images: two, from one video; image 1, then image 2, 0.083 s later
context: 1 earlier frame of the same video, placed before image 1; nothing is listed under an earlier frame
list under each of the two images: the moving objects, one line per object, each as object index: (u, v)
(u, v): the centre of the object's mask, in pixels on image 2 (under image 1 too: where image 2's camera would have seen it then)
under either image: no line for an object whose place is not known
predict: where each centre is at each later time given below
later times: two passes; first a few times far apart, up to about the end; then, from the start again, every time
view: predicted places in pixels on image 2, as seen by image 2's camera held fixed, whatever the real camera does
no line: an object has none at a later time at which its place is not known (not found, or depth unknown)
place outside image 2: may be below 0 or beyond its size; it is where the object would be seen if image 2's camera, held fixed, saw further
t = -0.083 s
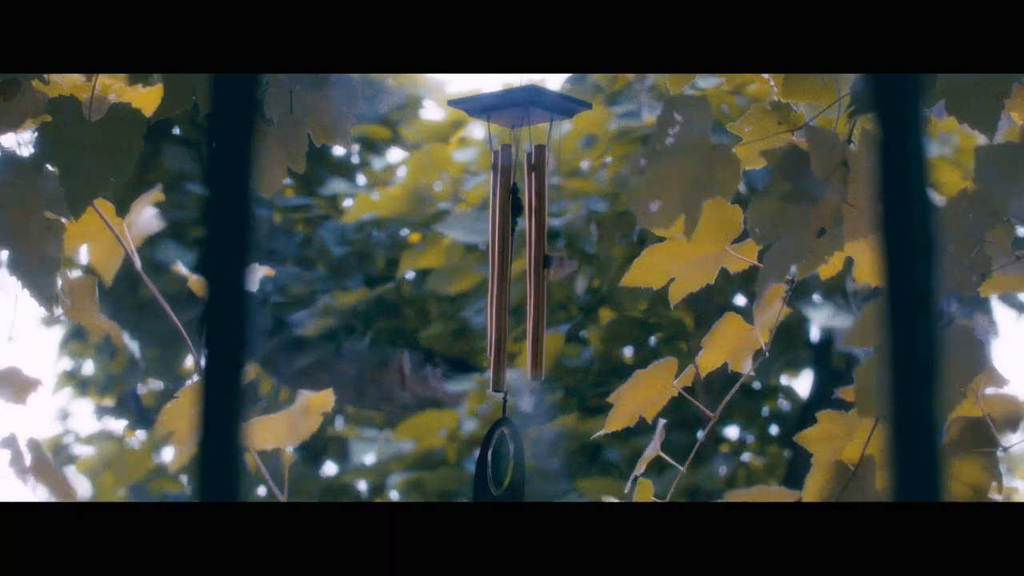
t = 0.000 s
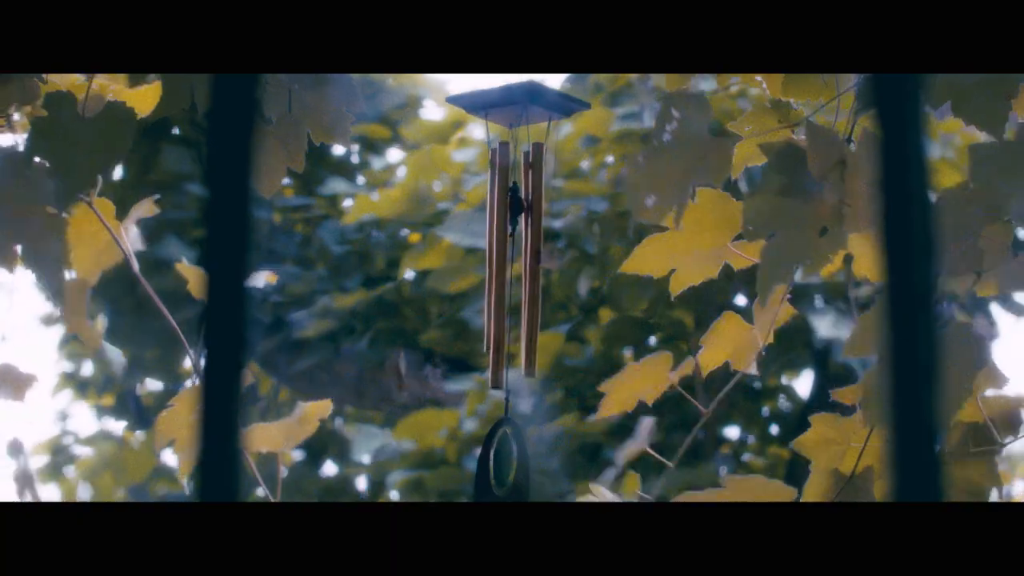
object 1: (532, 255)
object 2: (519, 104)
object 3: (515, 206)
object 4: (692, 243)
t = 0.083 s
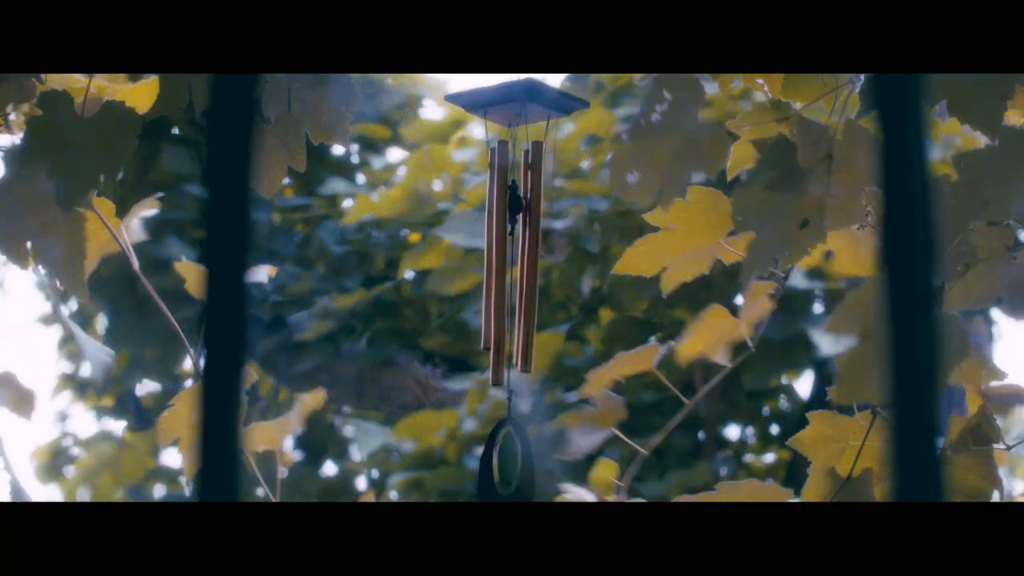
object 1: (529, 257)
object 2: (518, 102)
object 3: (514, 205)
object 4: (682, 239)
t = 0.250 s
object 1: (530, 254)
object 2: (516, 100)
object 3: (515, 203)
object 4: (662, 208)
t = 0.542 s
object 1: (534, 258)
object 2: (511, 101)
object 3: (516, 204)
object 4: (646, 218)
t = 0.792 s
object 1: (515, 255)
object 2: (499, 95)
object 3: (497, 199)
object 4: (663, 213)
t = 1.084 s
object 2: (499, 94)
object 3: (489, 197)
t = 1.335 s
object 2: (508, 96)
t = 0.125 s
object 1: (528, 258)
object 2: (517, 102)
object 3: (515, 205)
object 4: (675, 233)
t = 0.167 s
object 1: (528, 259)
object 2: (516, 101)
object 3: (515, 204)
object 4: (667, 222)
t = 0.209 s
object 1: (529, 256)
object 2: (516, 100)
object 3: (514, 203)
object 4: (661, 210)
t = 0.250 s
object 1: (530, 254)
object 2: (516, 100)
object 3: (515, 203)
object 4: (662, 208)
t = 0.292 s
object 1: (531, 255)
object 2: (515, 99)
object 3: (515, 203)
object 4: (662, 214)
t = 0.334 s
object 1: (532, 257)
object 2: (514, 99)
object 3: (516, 203)
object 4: (661, 221)
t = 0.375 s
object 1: (534, 258)
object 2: (514, 99)
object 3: (515, 202)
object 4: (659, 222)
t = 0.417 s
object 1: (534, 259)
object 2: (514, 100)
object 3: (514, 202)
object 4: (653, 220)
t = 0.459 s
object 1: (535, 260)
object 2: (514, 100)
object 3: (515, 203)
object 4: (647, 218)
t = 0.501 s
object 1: (535, 259)
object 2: (514, 101)
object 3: (516, 204)
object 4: (650, 223)
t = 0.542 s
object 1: (534, 258)
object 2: (511, 101)
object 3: (516, 204)
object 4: (646, 218)
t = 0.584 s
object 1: (532, 257)
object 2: (509, 101)
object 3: (513, 202)
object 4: (640, 211)
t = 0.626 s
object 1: (530, 257)
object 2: (508, 100)
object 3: (511, 202)
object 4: (638, 200)
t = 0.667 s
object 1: (527, 259)
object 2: (504, 99)
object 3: (507, 201)
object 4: (645, 203)
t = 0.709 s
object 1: (524, 261)
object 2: (503, 98)
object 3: (504, 200)
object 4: (652, 207)
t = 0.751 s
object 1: (520, 260)
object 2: (501, 97)
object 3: (501, 200)
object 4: (661, 211)
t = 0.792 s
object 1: (515, 255)
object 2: (499, 95)
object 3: (497, 199)
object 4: (663, 213)
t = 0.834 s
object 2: (497, 94)
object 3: (494, 197)
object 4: (665, 223)
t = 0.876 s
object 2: (495, 93)
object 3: (491, 197)
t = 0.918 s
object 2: (495, 93)
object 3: (490, 197)
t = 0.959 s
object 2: (495, 93)
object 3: (489, 196)
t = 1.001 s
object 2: (497, 94)
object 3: (488, 197)
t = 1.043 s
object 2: (498, 94)
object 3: (488, 197)
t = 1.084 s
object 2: (499, 94)
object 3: (489, 197)
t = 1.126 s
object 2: (498, 94)
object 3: (489, 196)
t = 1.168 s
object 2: (498, 94)
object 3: (489, 196)
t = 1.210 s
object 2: (500, 95)
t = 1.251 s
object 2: (502, 95)
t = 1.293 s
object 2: (505, 96)
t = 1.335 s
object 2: (508, 96)
